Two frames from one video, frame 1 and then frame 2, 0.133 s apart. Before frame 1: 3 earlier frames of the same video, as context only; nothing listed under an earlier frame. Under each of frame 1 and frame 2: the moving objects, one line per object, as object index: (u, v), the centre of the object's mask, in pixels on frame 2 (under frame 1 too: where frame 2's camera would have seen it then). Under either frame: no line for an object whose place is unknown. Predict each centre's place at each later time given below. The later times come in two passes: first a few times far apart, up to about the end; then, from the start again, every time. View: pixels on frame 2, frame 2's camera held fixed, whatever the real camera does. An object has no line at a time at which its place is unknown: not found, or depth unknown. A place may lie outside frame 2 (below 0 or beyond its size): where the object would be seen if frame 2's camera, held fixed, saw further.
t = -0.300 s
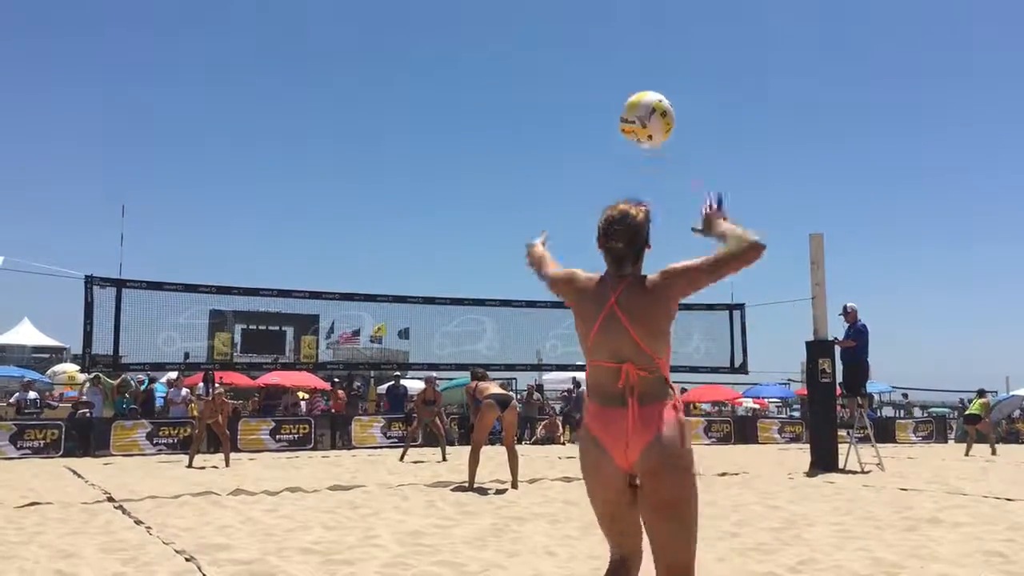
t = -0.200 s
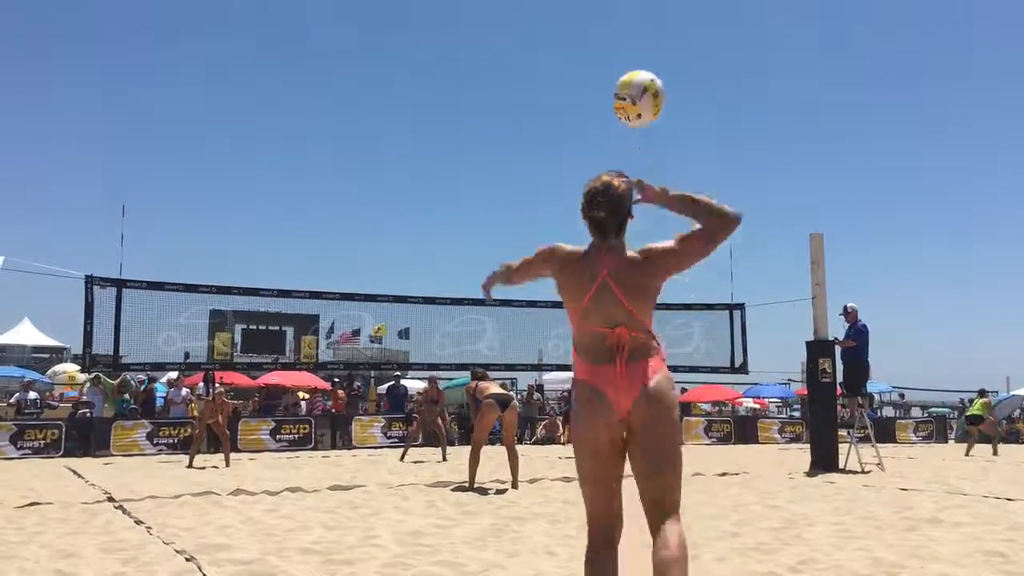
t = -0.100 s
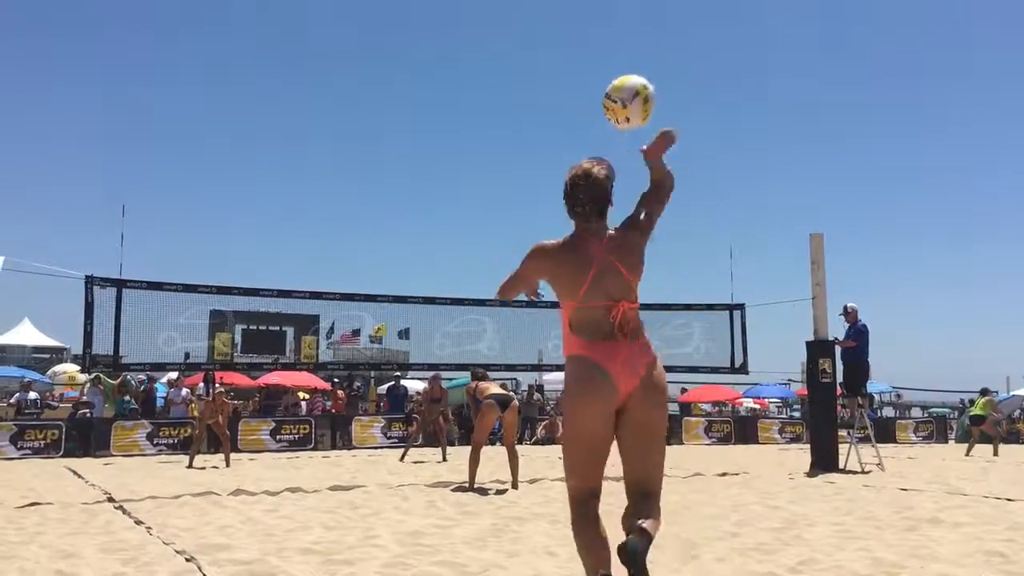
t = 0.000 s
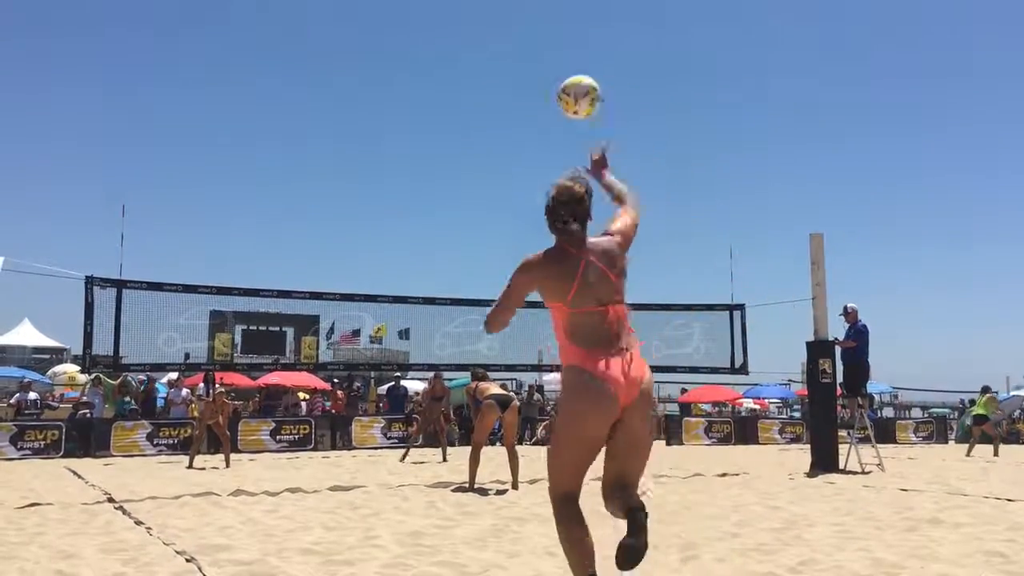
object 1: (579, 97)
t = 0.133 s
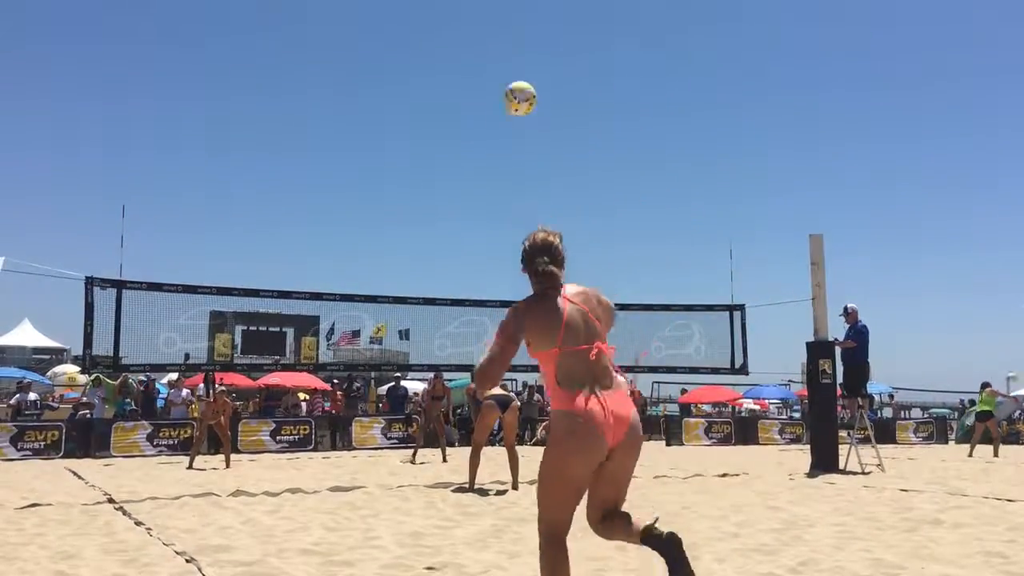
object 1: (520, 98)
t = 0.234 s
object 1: (489, 109)
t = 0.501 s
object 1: (438, 159)
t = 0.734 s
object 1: (420, 220)
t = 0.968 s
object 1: (412, 291)
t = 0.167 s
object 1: (509, 101)
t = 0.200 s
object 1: (498, 105)
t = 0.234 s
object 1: (489, 109)
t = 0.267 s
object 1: (480, 114)
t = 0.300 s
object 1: (472, 119)
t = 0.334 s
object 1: (465, 126)
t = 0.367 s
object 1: (457, 130)
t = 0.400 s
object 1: (450, 136)
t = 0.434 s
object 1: (445, 144)
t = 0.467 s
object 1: (441, 151)
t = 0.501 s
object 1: (438, 159)
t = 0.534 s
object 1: (433, 166)
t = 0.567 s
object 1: (430, 174)
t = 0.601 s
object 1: (427, 183)
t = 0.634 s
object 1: (425, 192)
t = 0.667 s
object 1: (424, 201)
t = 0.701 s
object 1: (422, 210)
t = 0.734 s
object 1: (420, 220)
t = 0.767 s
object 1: (419, 230)
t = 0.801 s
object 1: (417, 240)
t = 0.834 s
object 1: (416, 249)
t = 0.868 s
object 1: (415, 261)
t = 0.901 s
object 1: (415, 271)
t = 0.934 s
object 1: (415, 282)
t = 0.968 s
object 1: (412, 291)
